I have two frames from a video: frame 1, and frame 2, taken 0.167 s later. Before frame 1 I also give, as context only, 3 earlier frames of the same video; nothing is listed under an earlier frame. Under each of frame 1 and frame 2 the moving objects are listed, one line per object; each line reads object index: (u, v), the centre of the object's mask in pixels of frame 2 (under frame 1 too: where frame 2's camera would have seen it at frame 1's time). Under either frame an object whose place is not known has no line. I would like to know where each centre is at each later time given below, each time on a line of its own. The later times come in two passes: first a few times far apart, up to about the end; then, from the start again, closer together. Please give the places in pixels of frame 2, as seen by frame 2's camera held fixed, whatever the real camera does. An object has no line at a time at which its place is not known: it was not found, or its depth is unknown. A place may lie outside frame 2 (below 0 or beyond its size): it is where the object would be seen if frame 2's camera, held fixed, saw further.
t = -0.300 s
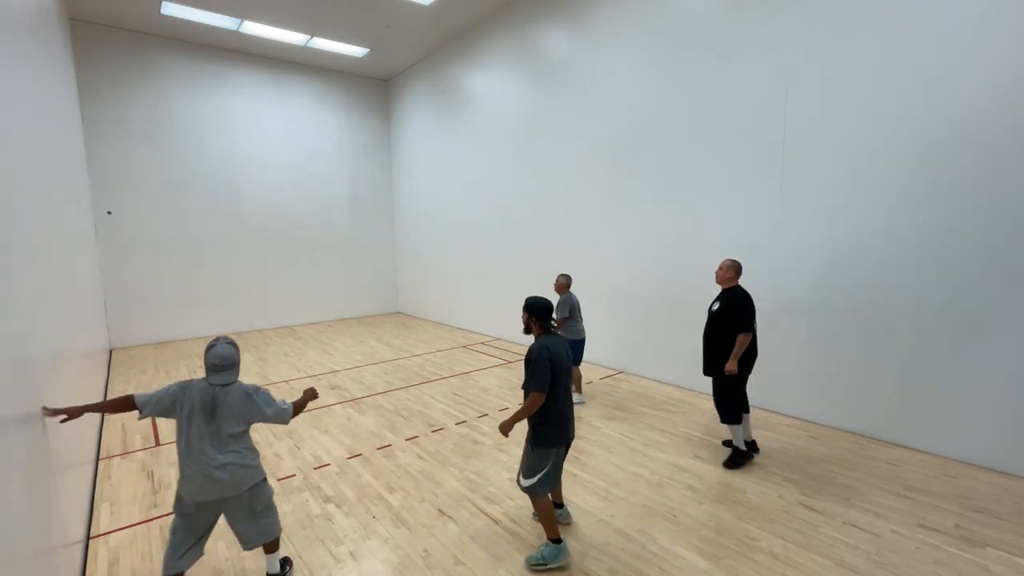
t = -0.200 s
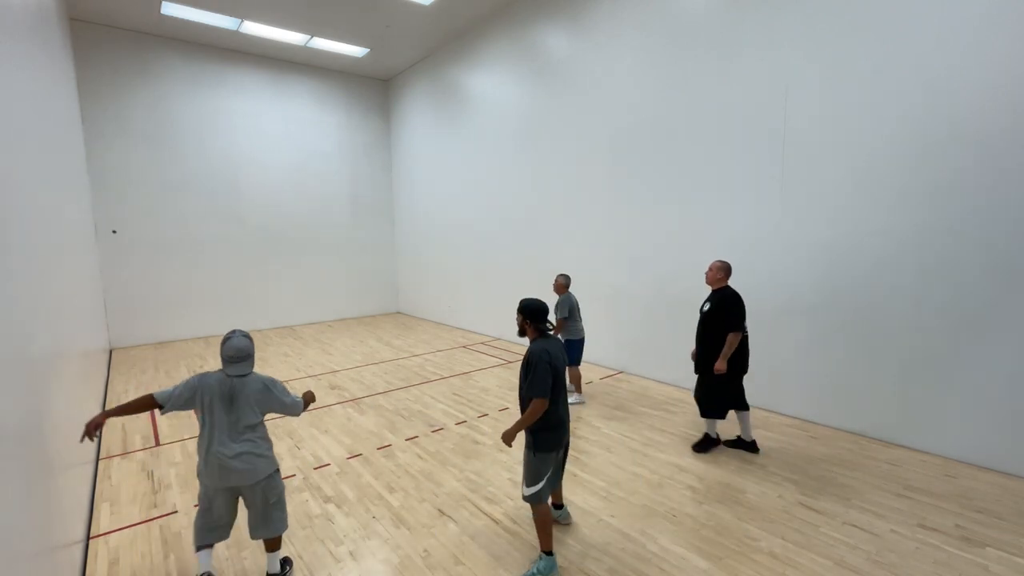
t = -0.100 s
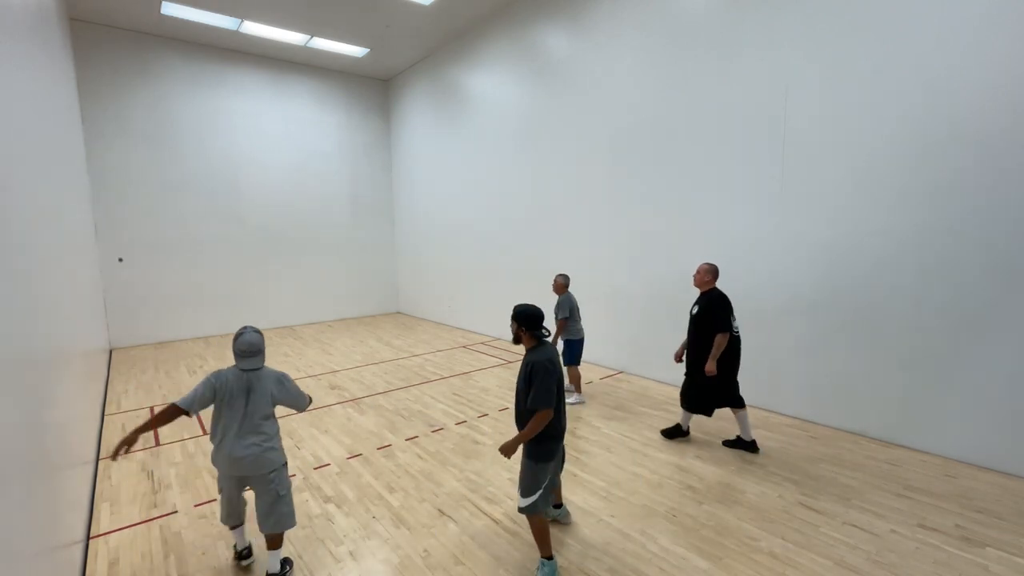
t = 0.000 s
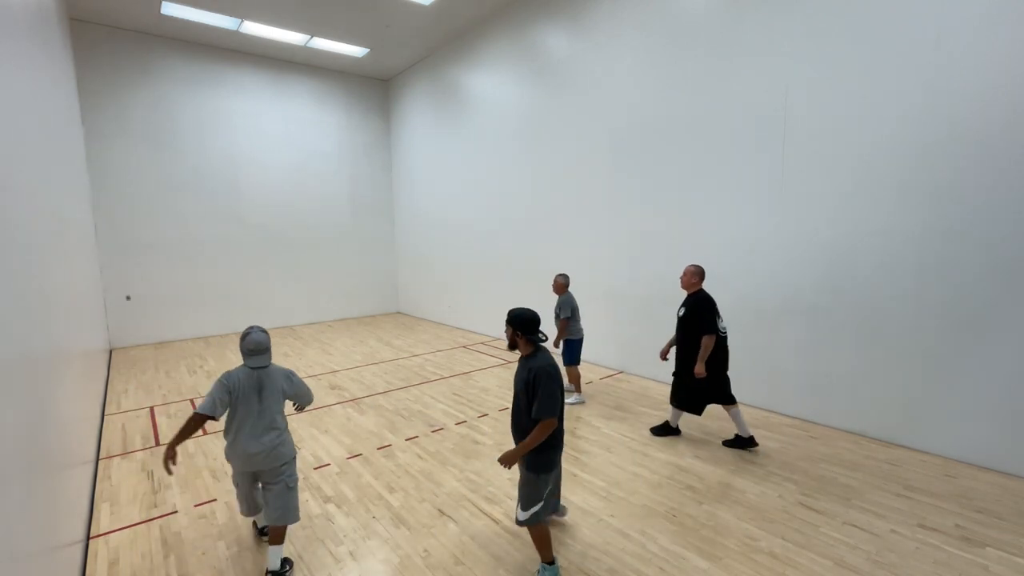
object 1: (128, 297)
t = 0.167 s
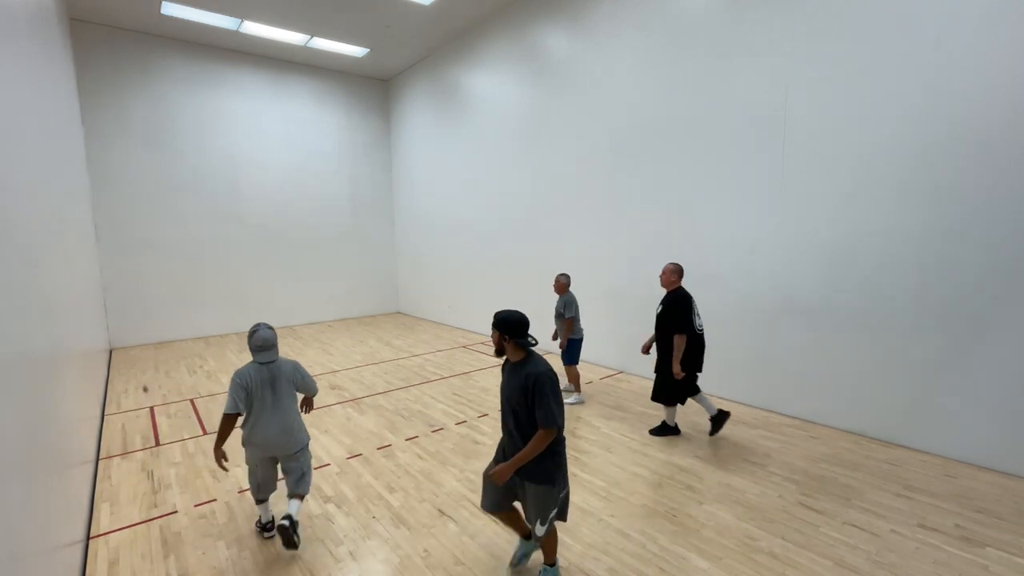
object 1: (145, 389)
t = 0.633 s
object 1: (161, 261)
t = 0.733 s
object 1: (170, 248)
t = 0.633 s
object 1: (161, 261)
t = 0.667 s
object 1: (164, 256)
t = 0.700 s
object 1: (167, 251)
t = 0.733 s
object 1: (170, 248)
